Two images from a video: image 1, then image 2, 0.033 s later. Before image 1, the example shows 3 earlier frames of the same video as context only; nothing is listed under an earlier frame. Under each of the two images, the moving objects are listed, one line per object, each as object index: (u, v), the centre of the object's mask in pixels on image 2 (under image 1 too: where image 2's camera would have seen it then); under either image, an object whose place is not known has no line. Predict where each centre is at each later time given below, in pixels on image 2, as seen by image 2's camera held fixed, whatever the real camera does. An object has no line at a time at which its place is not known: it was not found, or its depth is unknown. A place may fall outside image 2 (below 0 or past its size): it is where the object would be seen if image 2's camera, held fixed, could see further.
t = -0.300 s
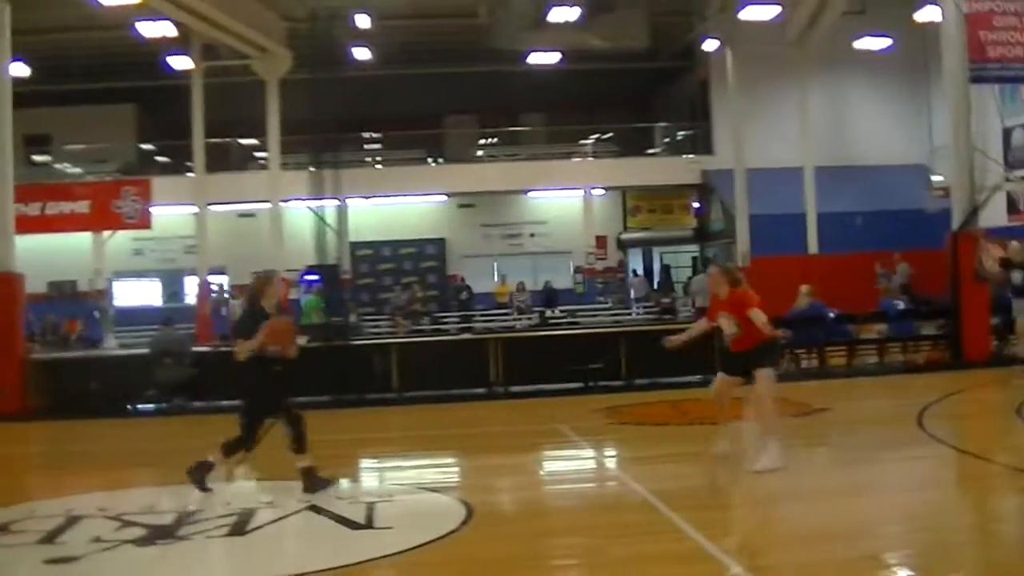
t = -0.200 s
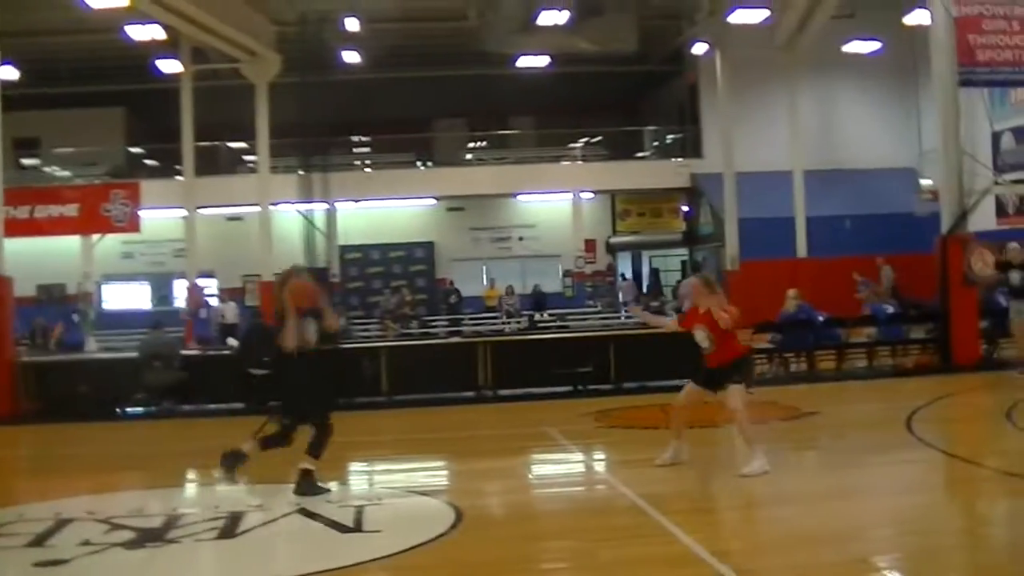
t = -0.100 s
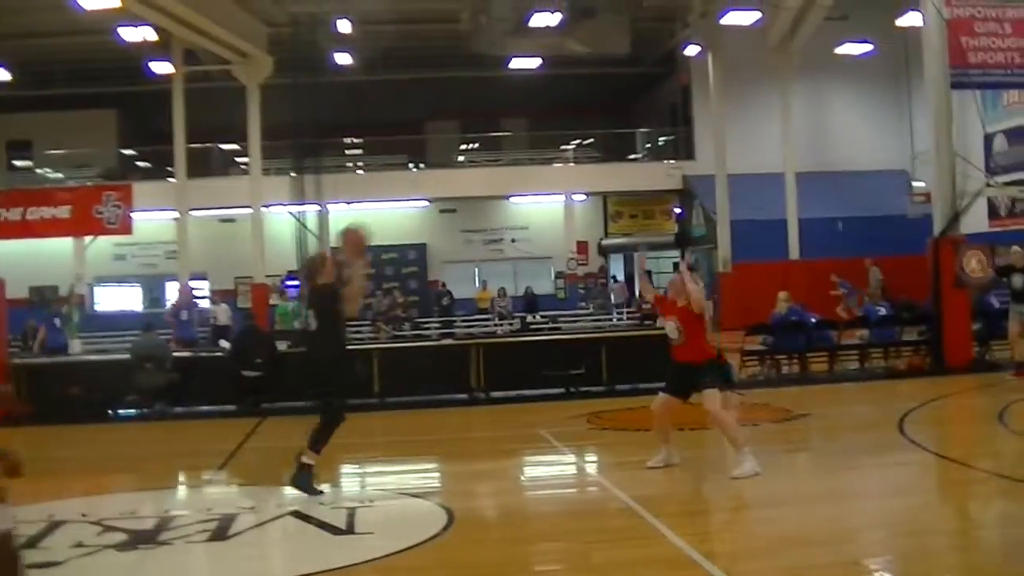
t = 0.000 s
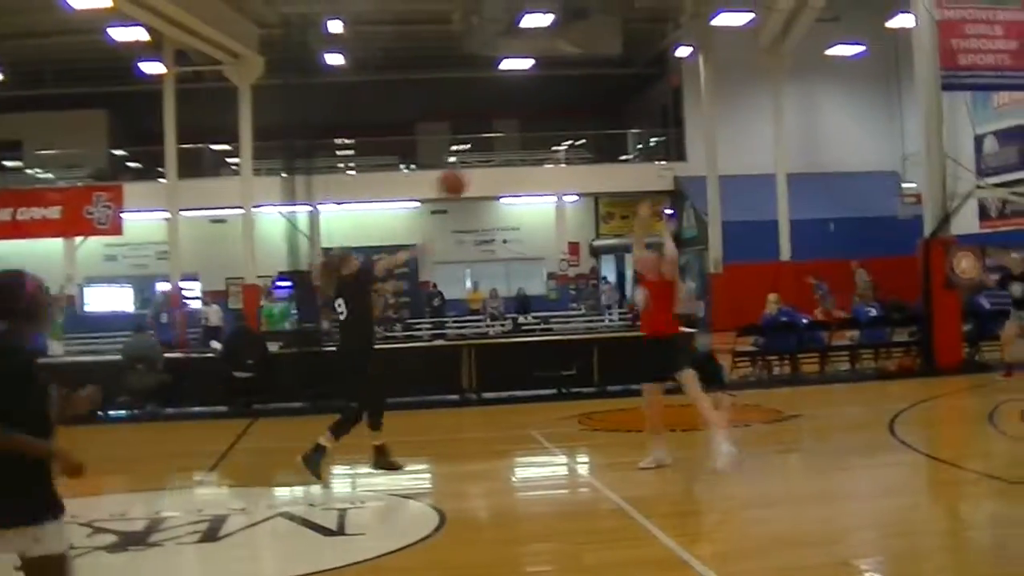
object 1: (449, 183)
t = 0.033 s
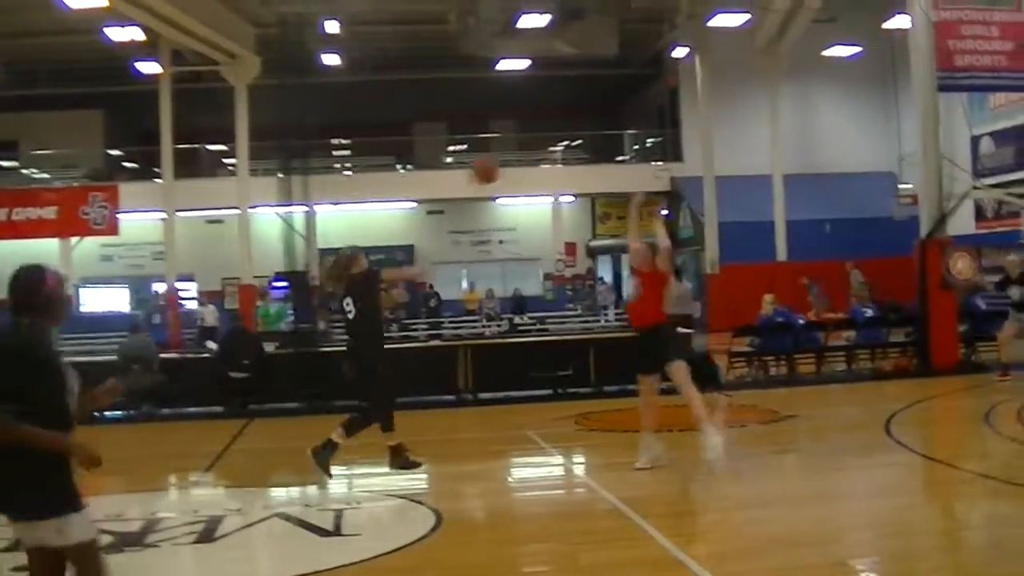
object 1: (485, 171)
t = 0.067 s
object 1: (518, 158)
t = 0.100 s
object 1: (548, 147)
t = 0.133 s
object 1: (576, 140)
